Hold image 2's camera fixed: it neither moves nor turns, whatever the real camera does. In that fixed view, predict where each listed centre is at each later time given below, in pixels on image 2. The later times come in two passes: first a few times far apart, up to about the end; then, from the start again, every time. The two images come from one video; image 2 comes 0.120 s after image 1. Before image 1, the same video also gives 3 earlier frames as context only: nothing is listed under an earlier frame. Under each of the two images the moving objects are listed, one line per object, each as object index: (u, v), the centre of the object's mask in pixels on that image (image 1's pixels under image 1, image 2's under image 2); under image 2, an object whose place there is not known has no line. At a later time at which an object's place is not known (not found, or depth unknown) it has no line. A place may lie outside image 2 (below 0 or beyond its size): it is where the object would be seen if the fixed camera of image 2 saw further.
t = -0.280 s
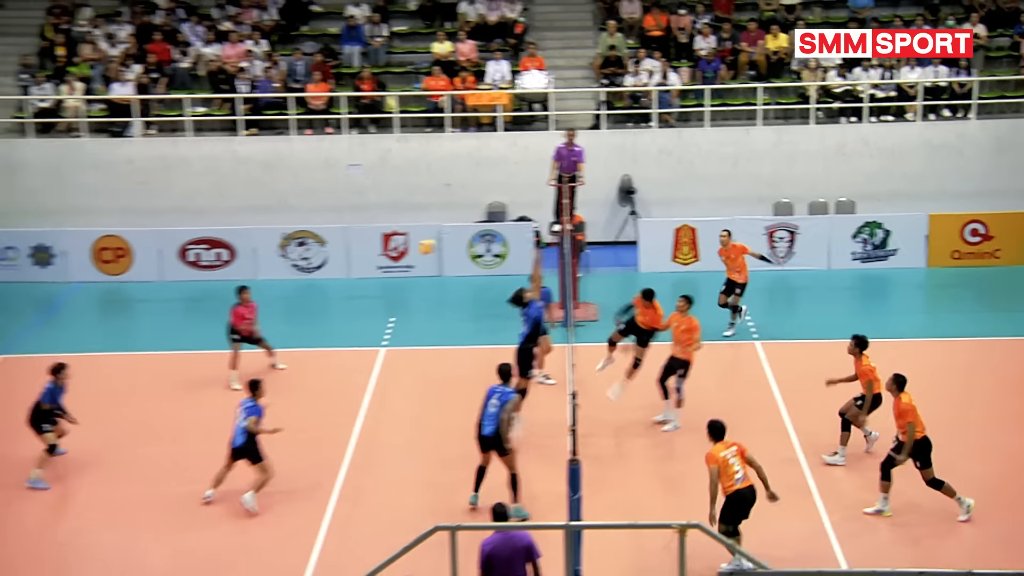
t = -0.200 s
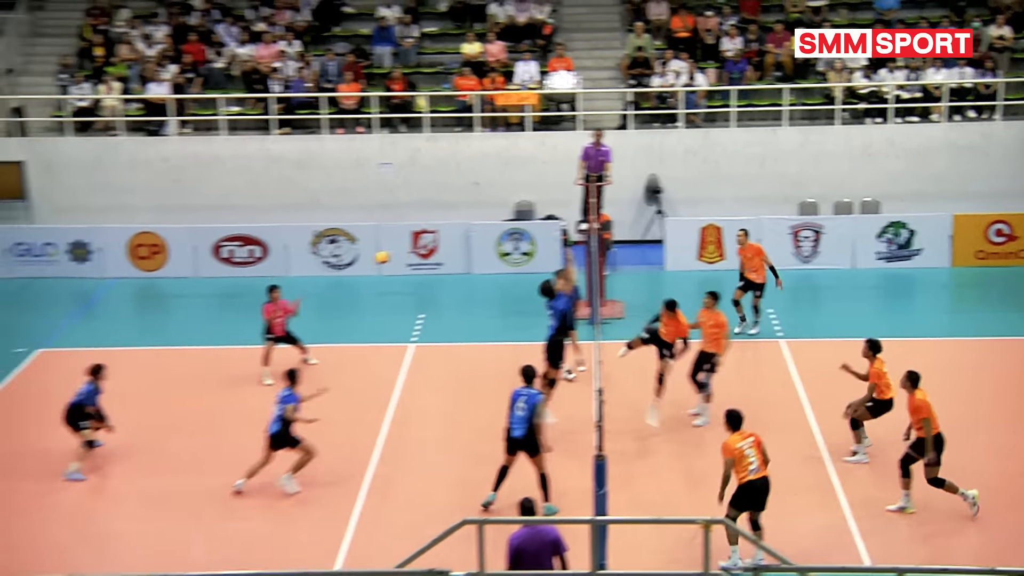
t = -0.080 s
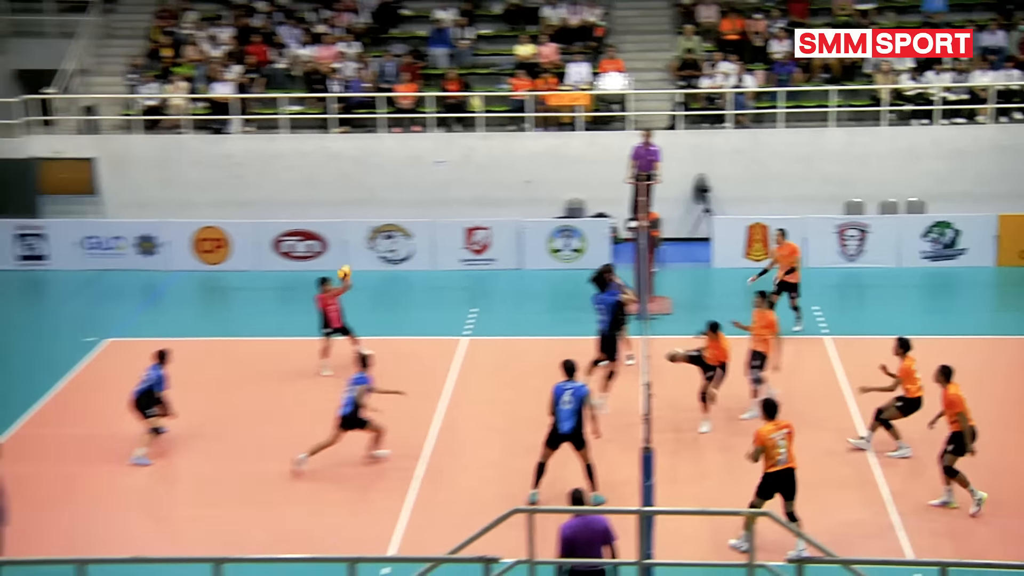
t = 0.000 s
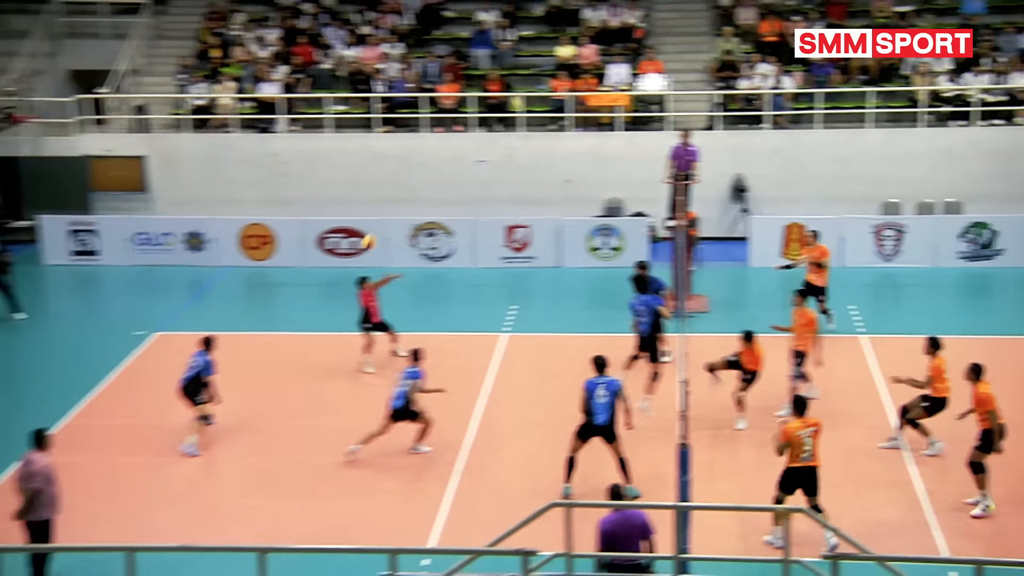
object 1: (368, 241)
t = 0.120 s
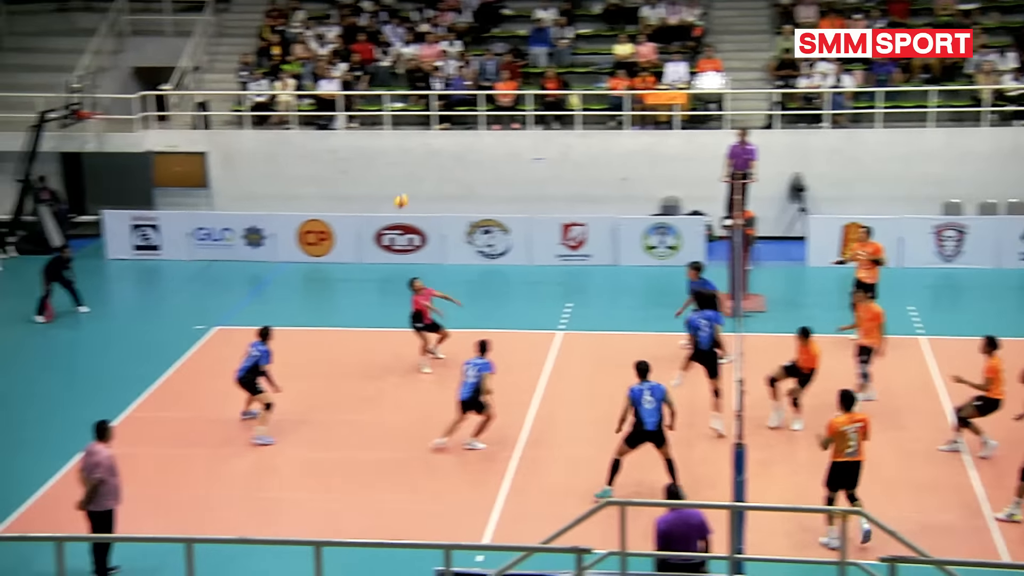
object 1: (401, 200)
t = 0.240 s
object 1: (377, 174)
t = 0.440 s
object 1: (339, 150)
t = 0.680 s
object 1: (297, 153)
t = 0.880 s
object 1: (266, 182)
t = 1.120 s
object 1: (233, 245)
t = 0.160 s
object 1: (393, 191)
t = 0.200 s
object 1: (385, 181)
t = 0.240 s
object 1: (377, 174)
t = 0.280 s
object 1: (370, 167)
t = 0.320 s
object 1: (362, 161)
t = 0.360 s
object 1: (354, 156)
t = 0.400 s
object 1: (347, 153)
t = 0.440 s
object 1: (339, 150)
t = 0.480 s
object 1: (332, 148)
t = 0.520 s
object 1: (324, 147)
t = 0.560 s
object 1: (318, 147)
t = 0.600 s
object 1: (311, 148)
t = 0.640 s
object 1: (304, 151)
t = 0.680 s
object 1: (297, 153)
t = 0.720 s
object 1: (291, 157)
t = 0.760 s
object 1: (284, 162)
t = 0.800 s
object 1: (278, 168)
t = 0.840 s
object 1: (272, 175)
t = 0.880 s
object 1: (266, 182)
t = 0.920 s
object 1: (260, 192)
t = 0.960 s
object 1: (255, 201)
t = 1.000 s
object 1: (249, 211)
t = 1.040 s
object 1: (244, 221)
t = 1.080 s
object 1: (239, 233)
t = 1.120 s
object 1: (233, 245)
